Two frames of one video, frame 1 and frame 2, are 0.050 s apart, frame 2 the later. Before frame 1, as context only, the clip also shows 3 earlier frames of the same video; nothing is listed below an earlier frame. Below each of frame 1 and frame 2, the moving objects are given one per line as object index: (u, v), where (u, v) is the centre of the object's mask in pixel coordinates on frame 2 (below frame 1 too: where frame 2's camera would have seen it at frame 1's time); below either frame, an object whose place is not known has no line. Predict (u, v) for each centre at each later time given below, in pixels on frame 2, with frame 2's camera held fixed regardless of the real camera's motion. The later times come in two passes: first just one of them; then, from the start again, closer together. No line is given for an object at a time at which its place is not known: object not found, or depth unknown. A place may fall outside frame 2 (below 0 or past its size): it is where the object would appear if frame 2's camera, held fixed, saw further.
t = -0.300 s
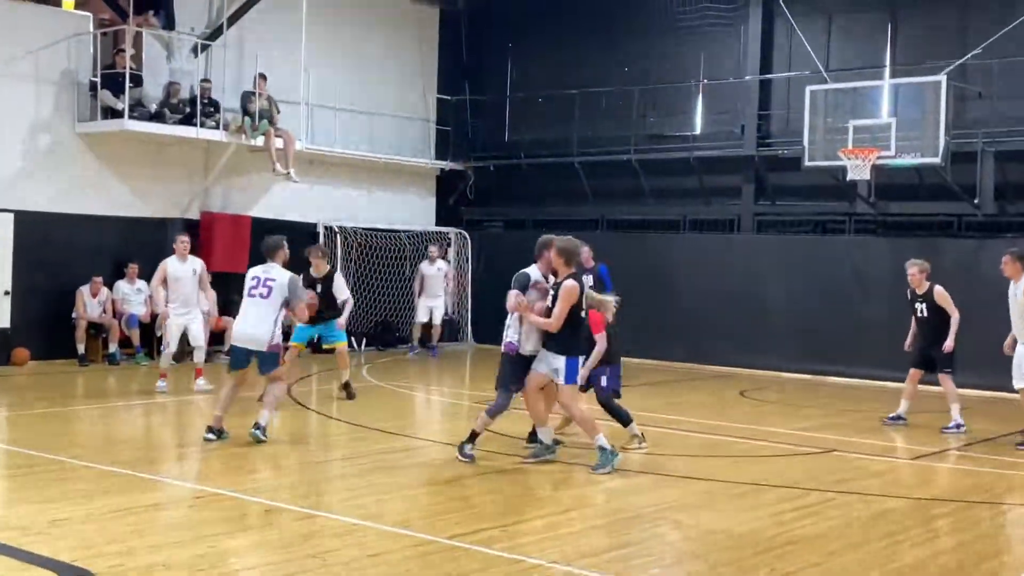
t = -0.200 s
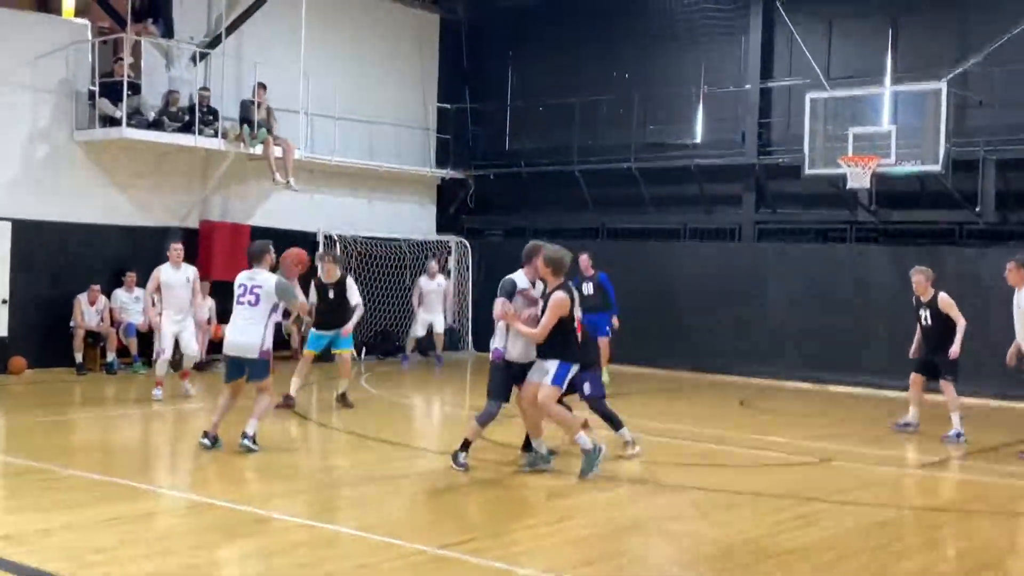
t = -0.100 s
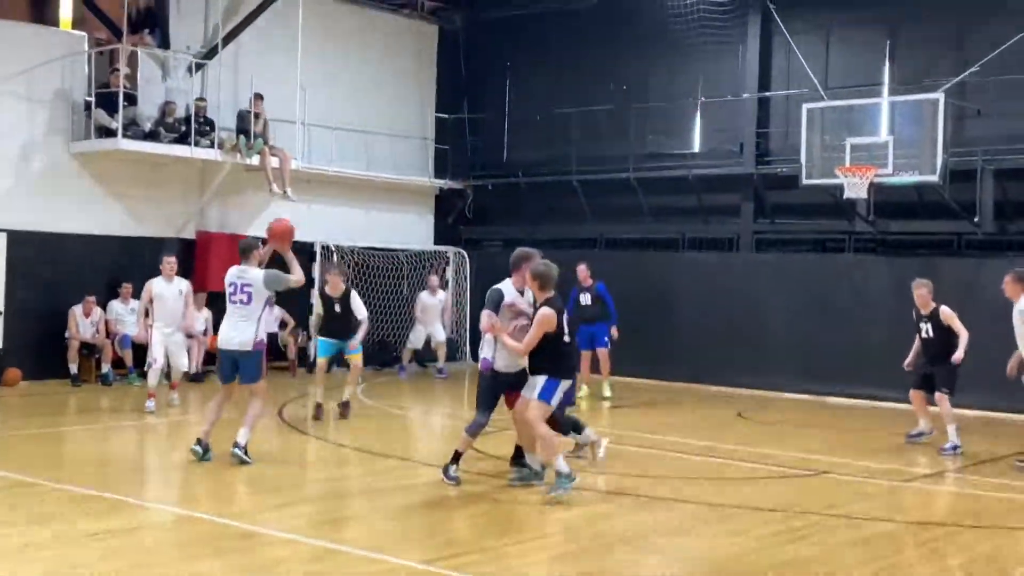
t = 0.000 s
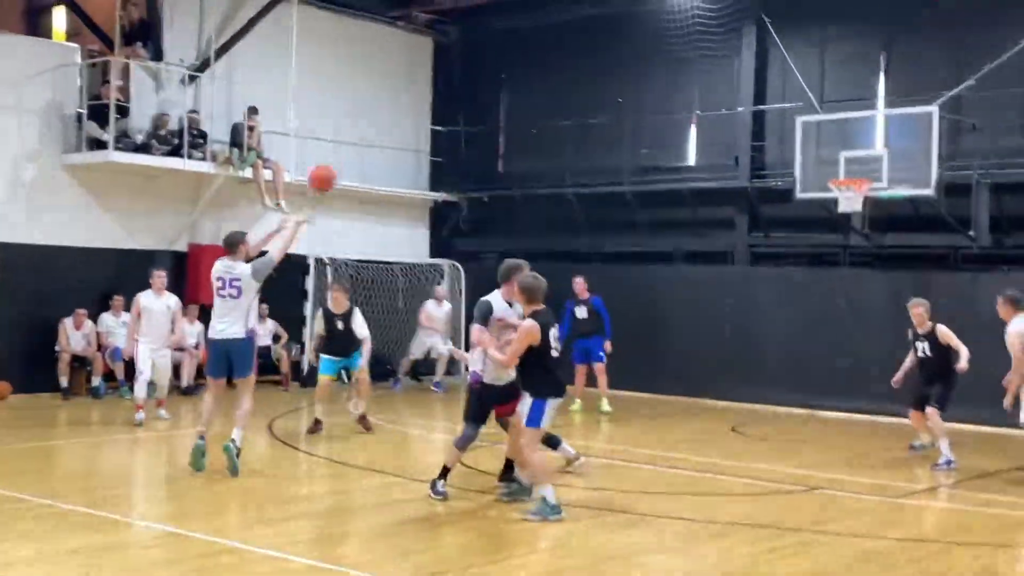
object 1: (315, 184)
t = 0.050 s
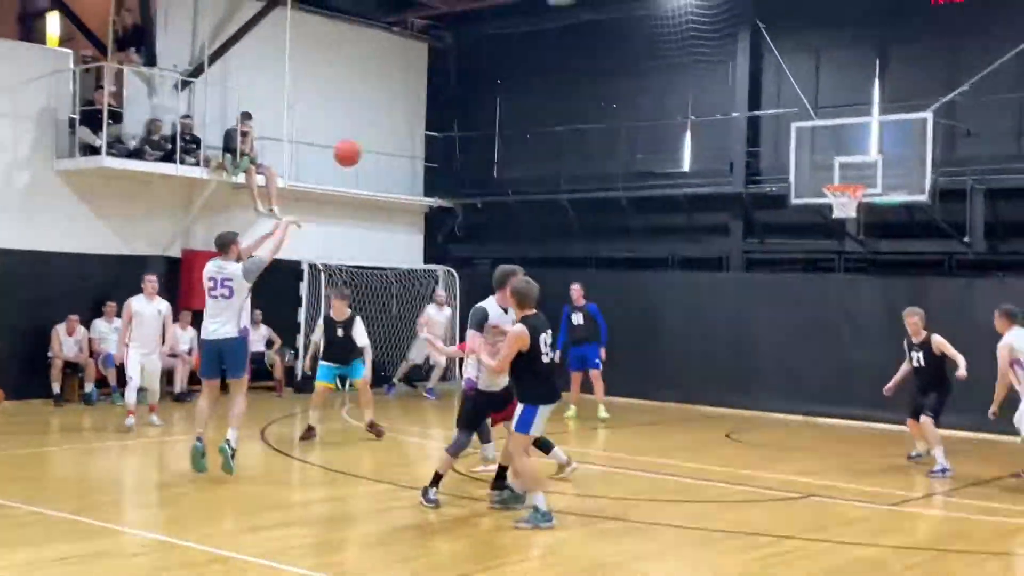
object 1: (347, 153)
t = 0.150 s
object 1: (408, 104)
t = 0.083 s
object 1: (366, 136)
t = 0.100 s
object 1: (378, 127)
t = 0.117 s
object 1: (385, 119)
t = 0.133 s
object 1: (397, 111)
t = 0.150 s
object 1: (408, 104)
